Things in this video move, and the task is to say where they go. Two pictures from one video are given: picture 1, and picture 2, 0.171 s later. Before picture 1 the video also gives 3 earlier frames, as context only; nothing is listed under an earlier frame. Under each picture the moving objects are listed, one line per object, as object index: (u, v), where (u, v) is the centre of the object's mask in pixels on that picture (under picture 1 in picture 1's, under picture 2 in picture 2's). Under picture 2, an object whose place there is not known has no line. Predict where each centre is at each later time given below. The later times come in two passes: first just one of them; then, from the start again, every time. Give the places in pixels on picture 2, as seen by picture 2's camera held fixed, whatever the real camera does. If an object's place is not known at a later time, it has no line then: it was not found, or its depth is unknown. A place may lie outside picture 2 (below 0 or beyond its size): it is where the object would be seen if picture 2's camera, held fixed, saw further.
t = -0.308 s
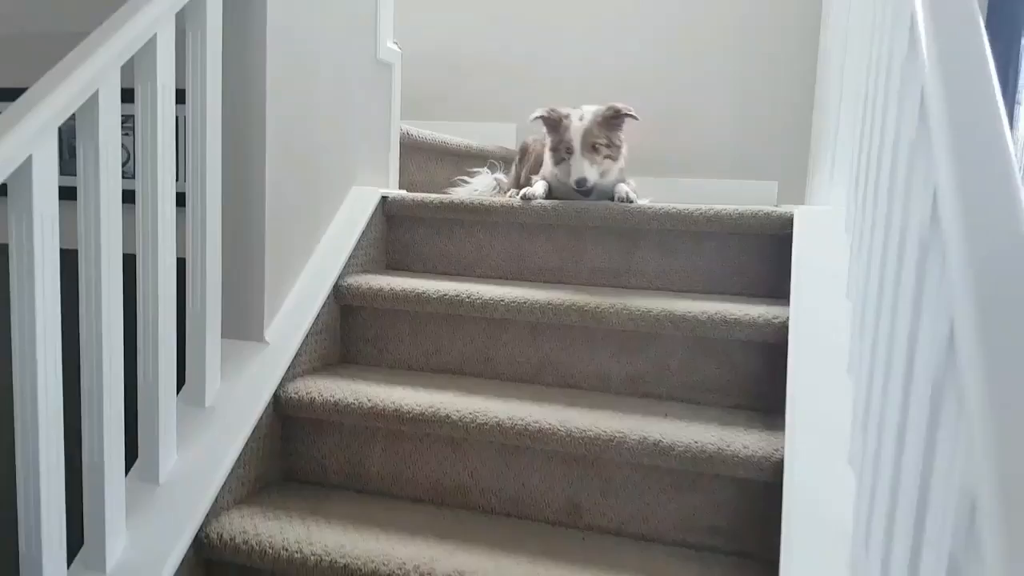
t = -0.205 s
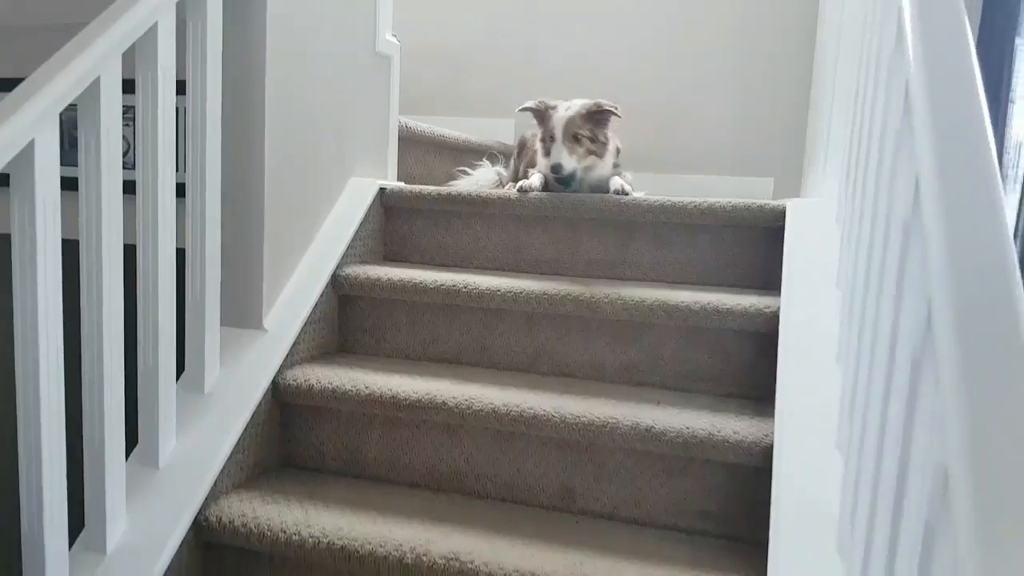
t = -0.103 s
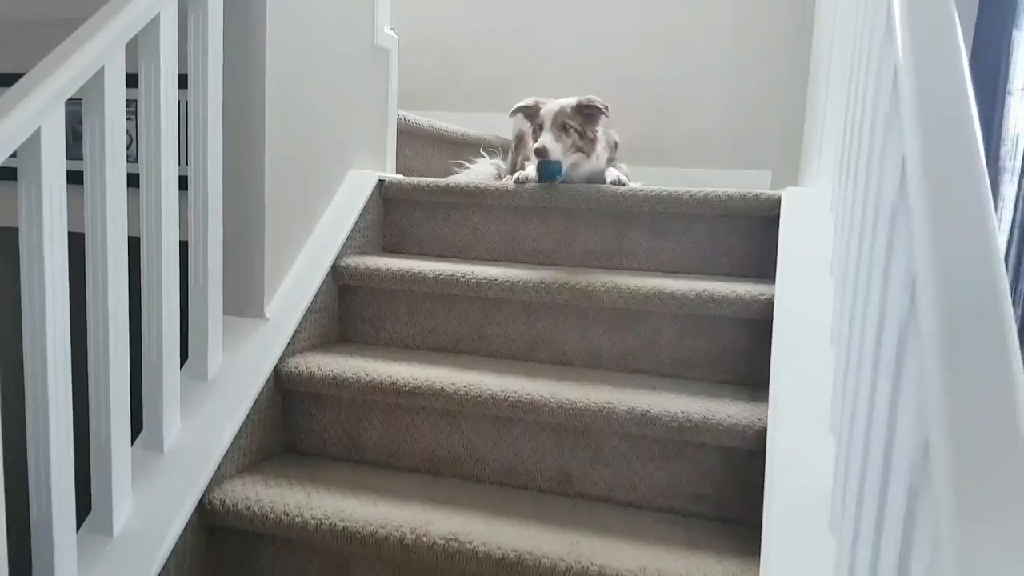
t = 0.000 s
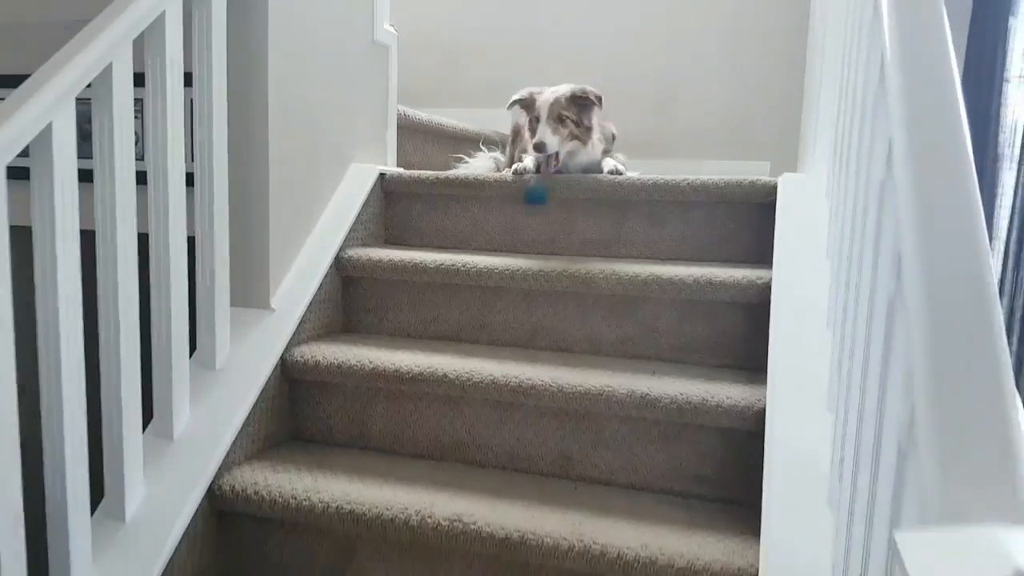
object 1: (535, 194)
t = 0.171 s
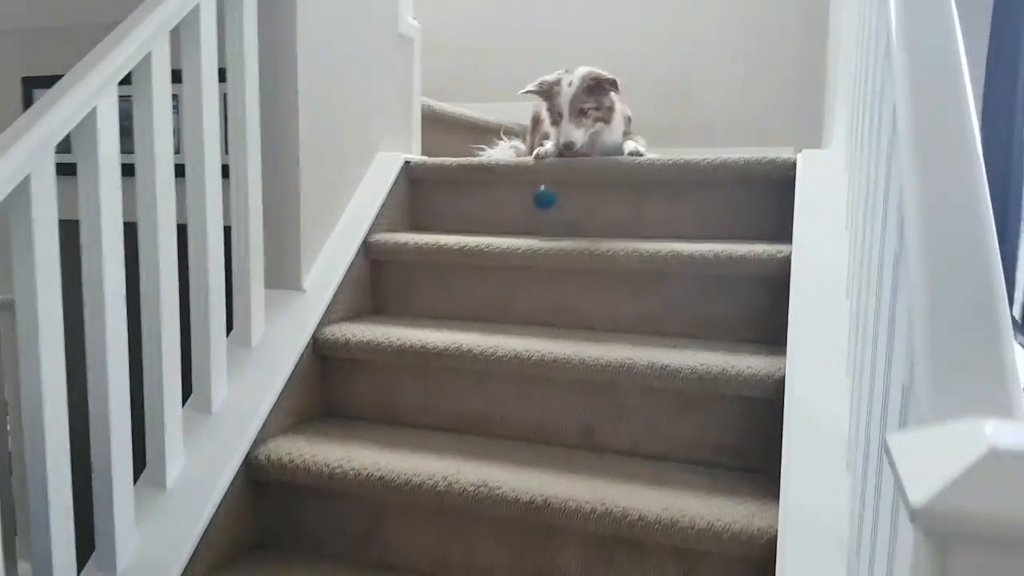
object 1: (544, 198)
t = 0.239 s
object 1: (542, 193)
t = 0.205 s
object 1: (543, 194)
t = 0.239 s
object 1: (542, 193)
